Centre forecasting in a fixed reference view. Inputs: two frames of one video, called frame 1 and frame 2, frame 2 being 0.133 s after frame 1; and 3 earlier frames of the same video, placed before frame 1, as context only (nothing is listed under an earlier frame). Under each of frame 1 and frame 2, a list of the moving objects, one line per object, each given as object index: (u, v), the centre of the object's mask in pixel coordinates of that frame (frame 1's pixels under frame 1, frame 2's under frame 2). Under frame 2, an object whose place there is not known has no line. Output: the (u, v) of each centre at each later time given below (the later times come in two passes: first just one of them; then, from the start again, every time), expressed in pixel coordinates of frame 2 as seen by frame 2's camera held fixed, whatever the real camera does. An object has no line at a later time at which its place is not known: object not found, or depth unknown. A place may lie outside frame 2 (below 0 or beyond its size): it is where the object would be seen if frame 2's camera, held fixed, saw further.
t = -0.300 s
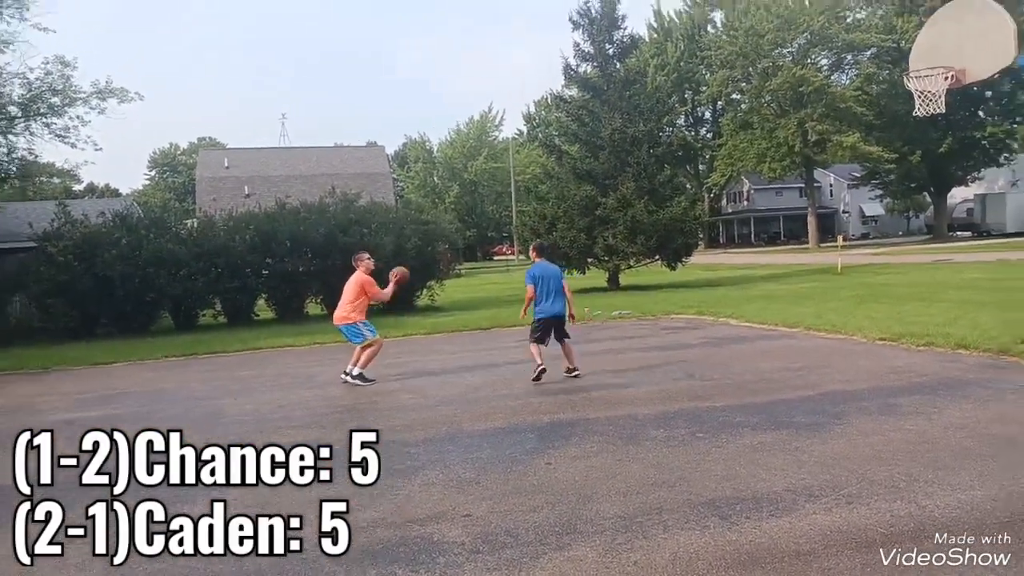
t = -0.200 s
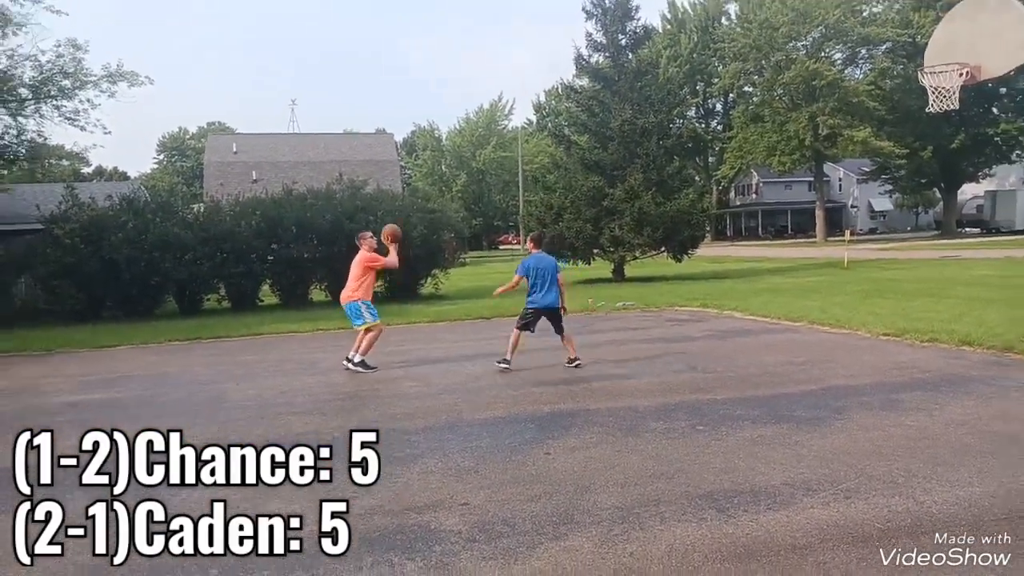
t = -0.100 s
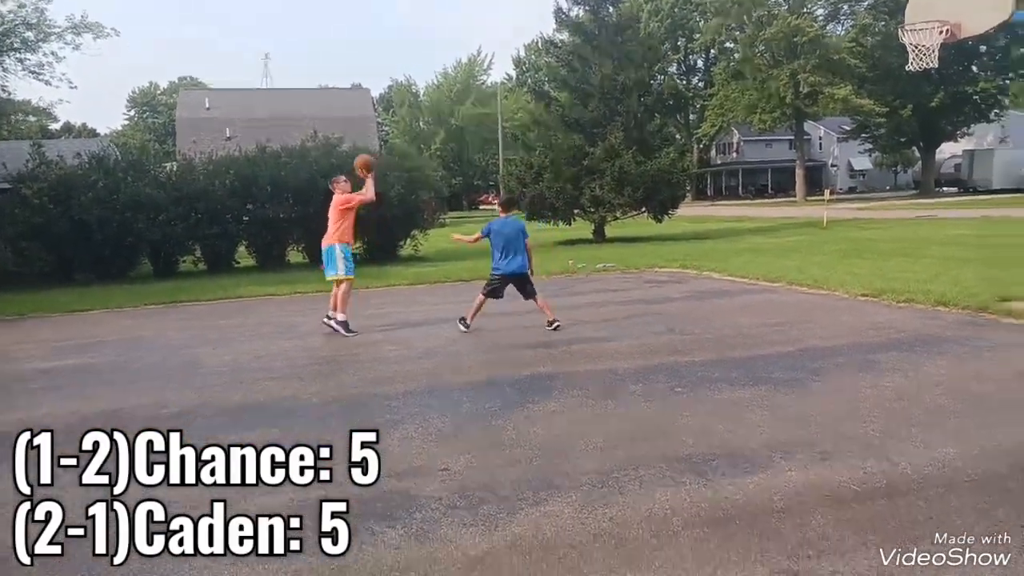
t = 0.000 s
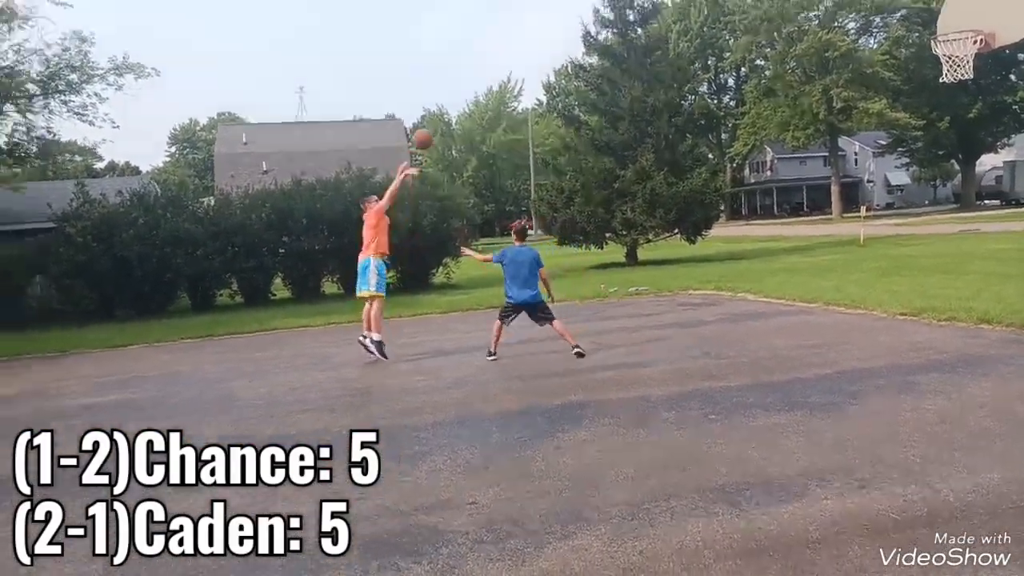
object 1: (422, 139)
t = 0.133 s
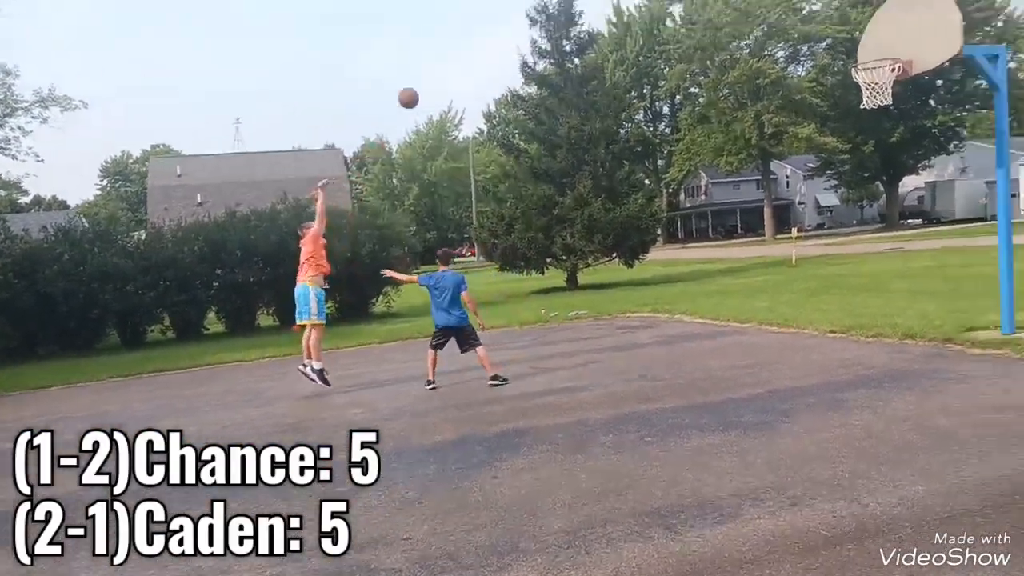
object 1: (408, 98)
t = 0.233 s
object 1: (449, 57)
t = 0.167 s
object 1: (423, 83)
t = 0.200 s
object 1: (436, 69)
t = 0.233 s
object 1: (449, 57)
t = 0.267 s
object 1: (458, 45)
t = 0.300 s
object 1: (466, 32)
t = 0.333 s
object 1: (479, 28)
